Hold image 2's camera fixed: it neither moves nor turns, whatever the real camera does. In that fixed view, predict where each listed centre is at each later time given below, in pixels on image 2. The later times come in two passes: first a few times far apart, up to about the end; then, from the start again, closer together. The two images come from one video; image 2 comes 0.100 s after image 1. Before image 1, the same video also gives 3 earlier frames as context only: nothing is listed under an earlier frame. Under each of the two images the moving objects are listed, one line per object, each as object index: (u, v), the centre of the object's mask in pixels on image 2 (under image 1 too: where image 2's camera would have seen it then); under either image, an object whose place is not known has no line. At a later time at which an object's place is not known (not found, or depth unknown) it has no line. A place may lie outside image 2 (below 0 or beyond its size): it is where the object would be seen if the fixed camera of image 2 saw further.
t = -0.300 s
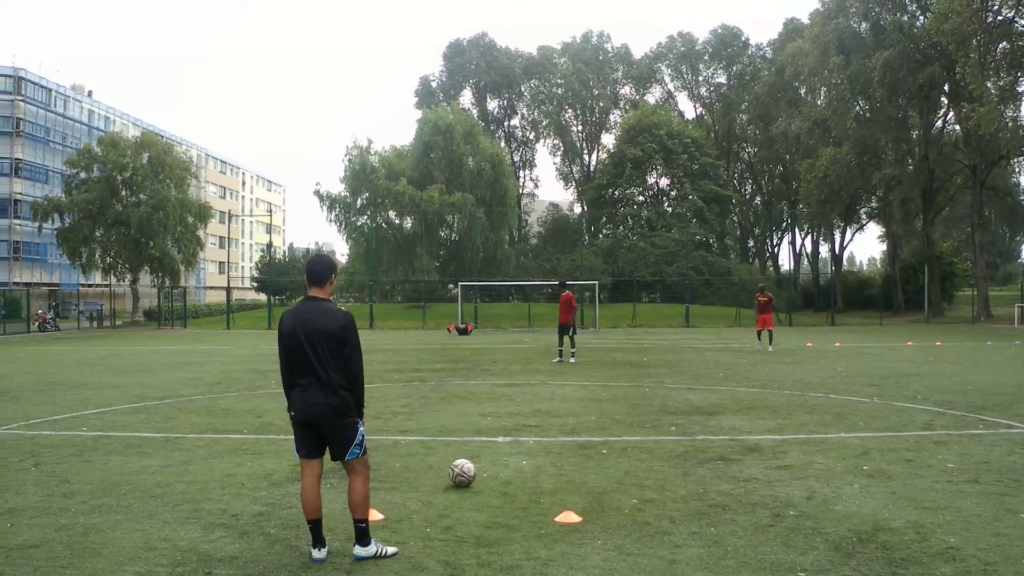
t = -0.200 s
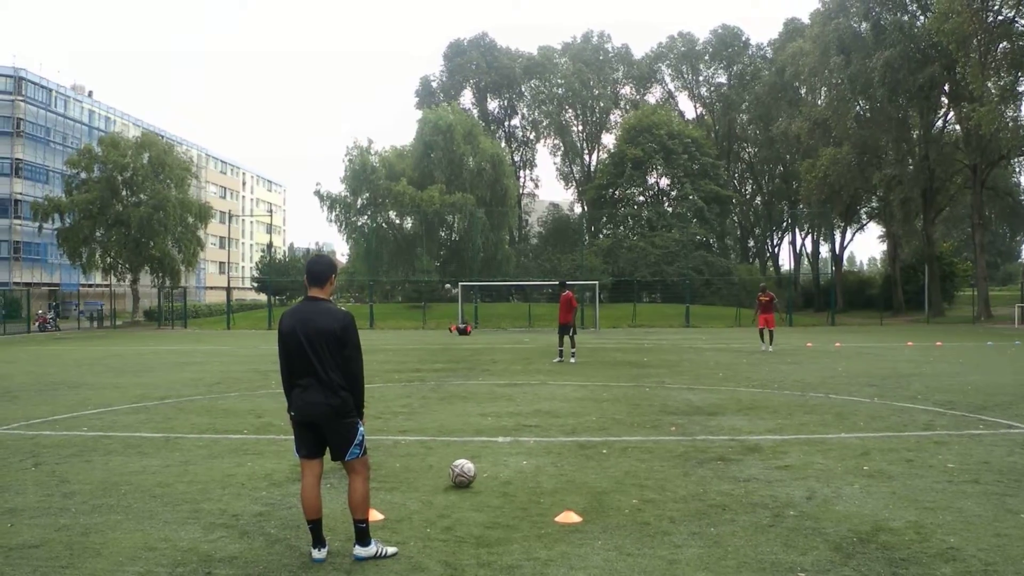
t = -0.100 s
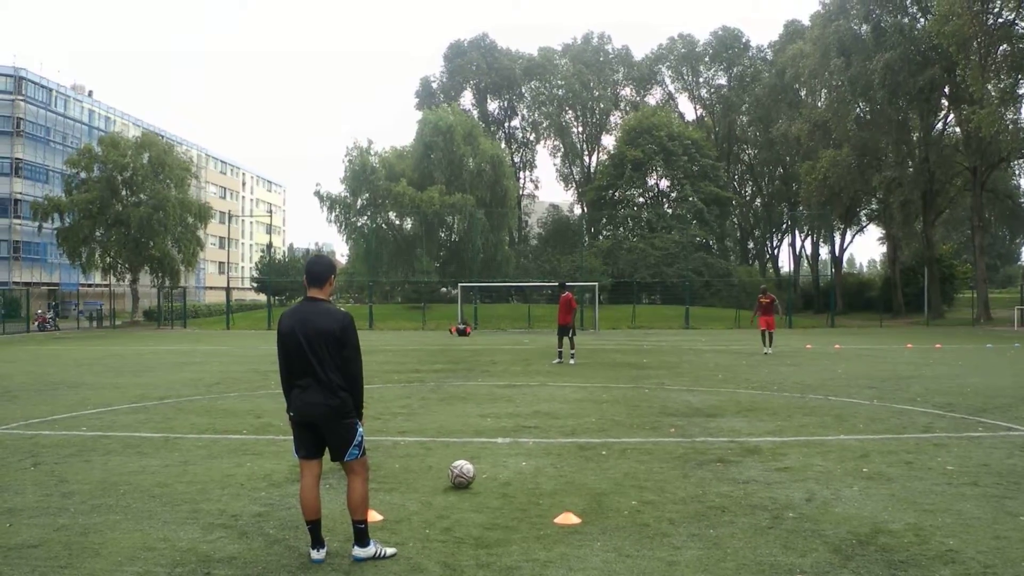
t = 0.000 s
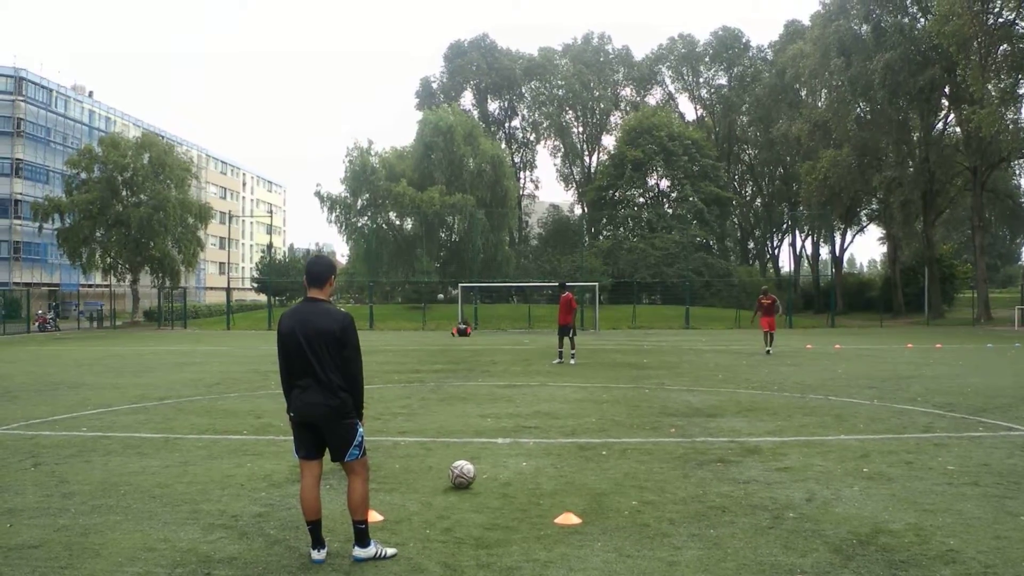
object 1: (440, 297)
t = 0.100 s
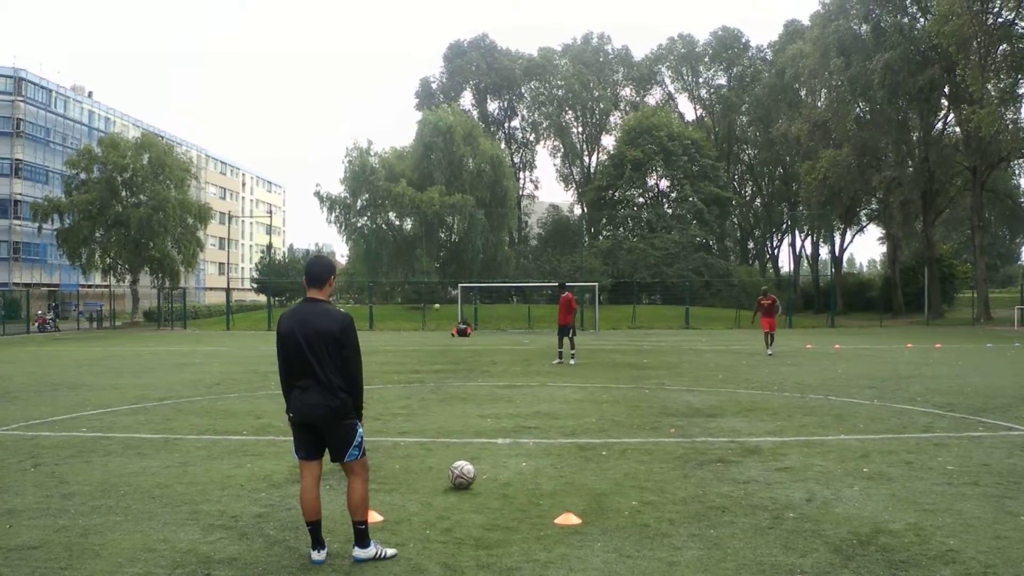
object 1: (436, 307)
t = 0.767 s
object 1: (407, 311)
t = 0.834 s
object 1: (404, 311)
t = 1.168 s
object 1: (387, 341)
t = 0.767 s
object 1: (407, 311)
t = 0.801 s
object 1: (406, 311)
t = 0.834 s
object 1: (404, 311)
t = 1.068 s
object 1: (392, 327)
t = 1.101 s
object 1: (391, 331)
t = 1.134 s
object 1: (389, 335)
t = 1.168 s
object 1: (387, 341)
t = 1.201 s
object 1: (386, 346)
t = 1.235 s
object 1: (384, 352)
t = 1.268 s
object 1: (382, 356)
